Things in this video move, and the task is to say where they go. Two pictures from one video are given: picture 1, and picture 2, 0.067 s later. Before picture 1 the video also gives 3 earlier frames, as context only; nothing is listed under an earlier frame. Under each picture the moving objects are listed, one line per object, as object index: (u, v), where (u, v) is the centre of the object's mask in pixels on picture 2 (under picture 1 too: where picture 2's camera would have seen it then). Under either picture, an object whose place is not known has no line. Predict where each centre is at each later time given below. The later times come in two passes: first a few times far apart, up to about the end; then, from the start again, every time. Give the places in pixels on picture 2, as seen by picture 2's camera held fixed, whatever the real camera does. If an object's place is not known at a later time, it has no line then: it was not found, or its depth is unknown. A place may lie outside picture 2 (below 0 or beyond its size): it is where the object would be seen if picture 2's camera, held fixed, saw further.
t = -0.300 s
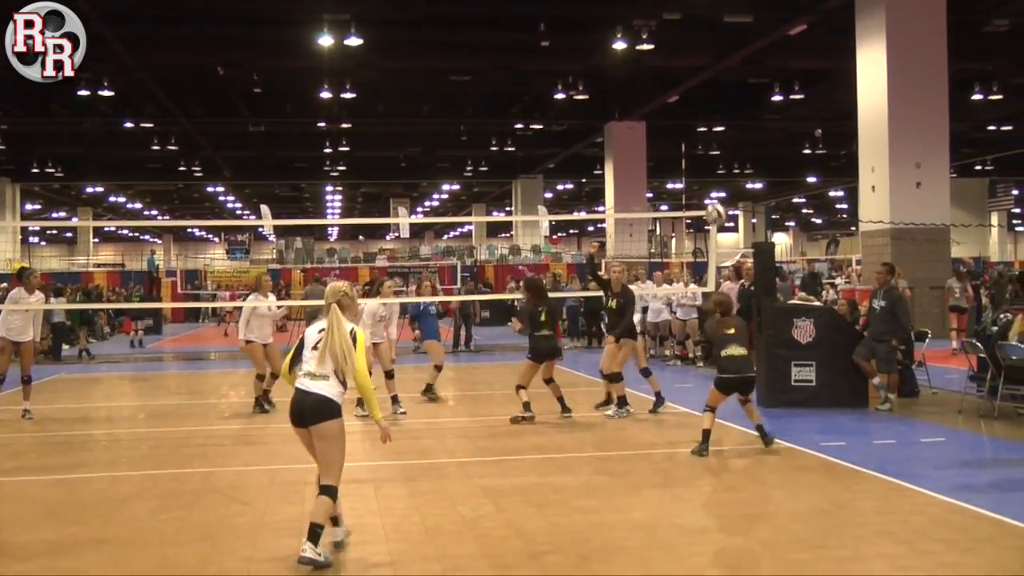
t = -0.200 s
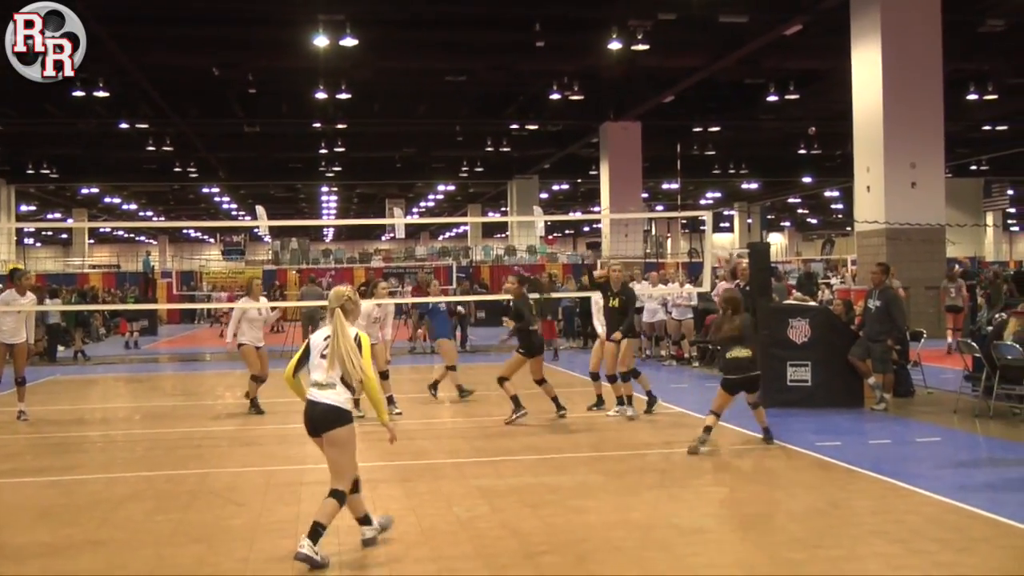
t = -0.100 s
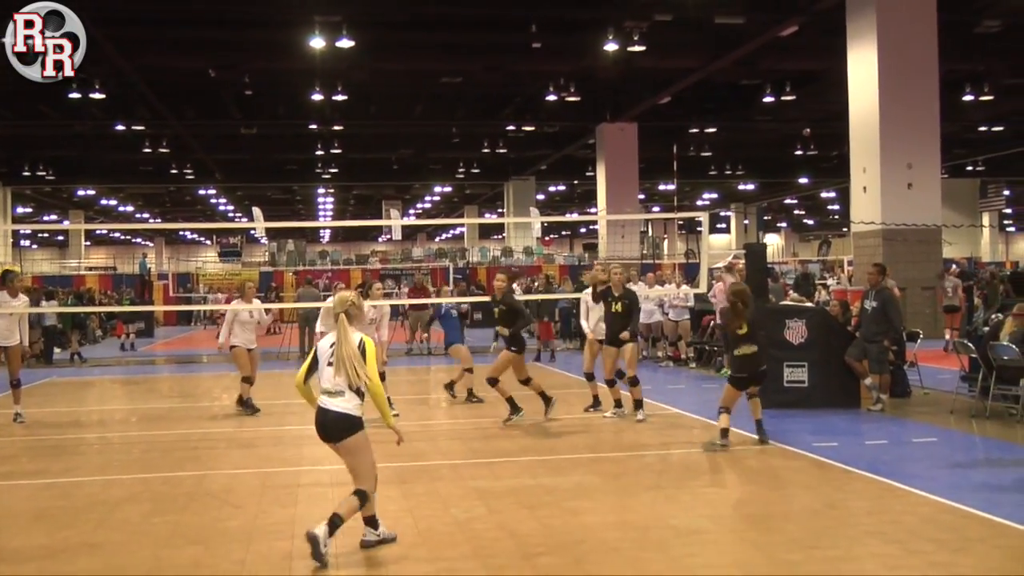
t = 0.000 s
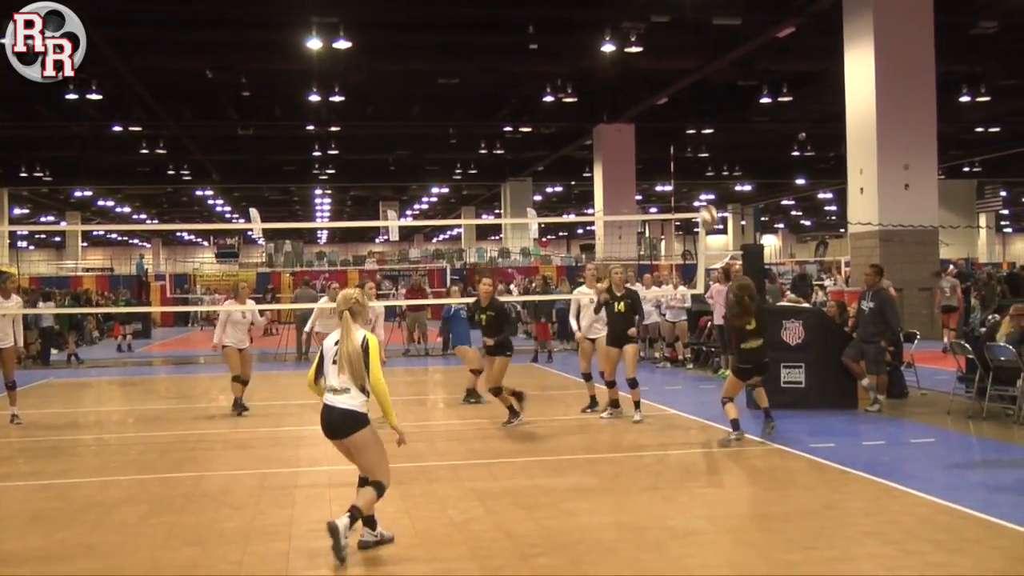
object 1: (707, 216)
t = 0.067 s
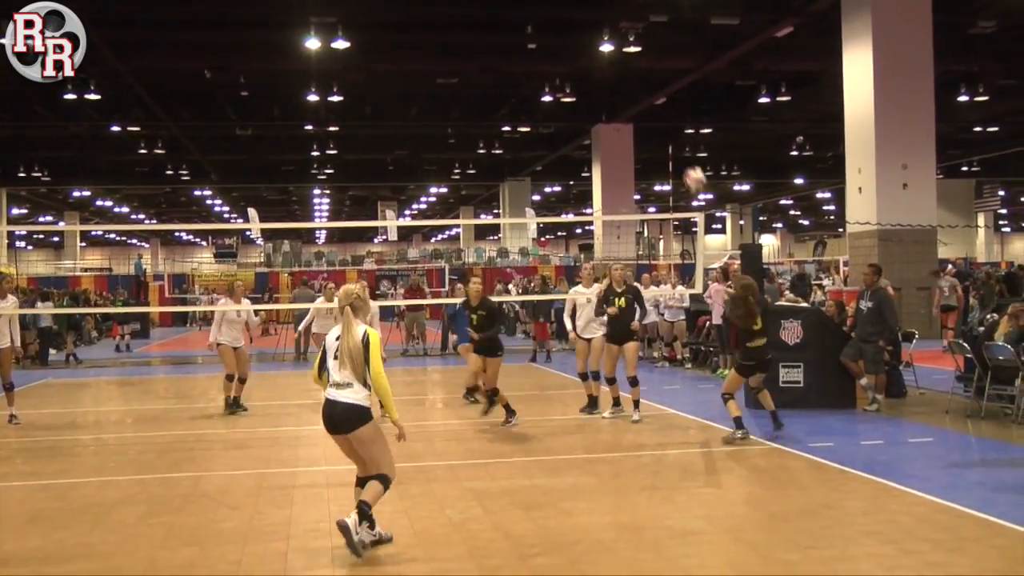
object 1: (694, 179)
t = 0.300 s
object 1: (653, 85)
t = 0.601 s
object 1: (607, 48)
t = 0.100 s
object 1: (689, 162)
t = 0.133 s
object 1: (683, 147)
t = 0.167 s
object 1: (677, 131)
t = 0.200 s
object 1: (671, 118)
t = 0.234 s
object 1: (665, 106)
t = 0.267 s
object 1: (659, 95)
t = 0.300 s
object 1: (653, 85)
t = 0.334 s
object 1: (648, 76)
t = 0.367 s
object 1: (642, 69)
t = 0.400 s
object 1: (637, 63)
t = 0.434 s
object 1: (632, 57)
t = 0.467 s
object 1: (627, 53)
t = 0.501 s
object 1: (622, 51)
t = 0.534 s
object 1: (617, 49)
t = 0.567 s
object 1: (612, 48)
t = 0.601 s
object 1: (607, 48)
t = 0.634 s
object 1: (602, 50)
